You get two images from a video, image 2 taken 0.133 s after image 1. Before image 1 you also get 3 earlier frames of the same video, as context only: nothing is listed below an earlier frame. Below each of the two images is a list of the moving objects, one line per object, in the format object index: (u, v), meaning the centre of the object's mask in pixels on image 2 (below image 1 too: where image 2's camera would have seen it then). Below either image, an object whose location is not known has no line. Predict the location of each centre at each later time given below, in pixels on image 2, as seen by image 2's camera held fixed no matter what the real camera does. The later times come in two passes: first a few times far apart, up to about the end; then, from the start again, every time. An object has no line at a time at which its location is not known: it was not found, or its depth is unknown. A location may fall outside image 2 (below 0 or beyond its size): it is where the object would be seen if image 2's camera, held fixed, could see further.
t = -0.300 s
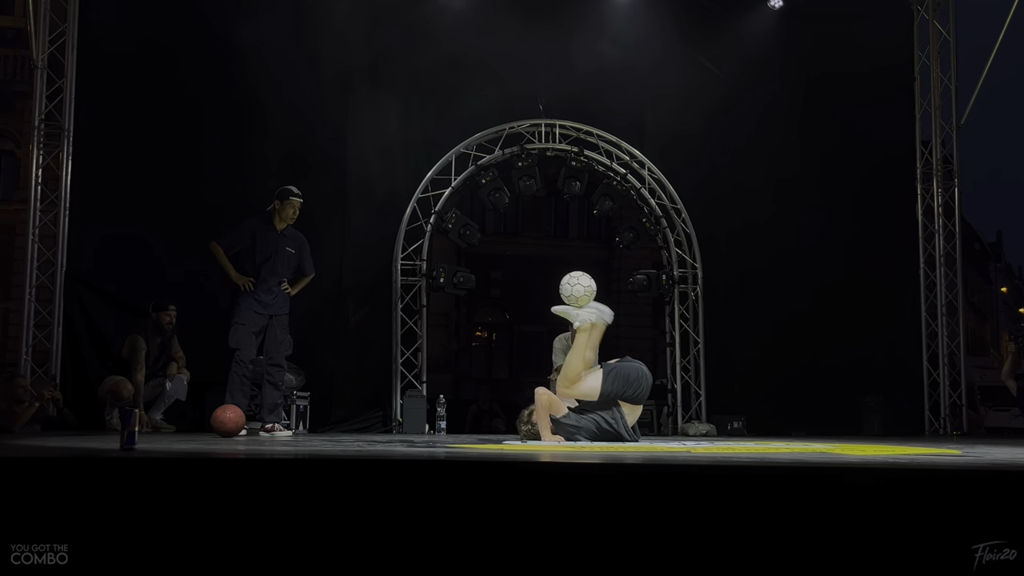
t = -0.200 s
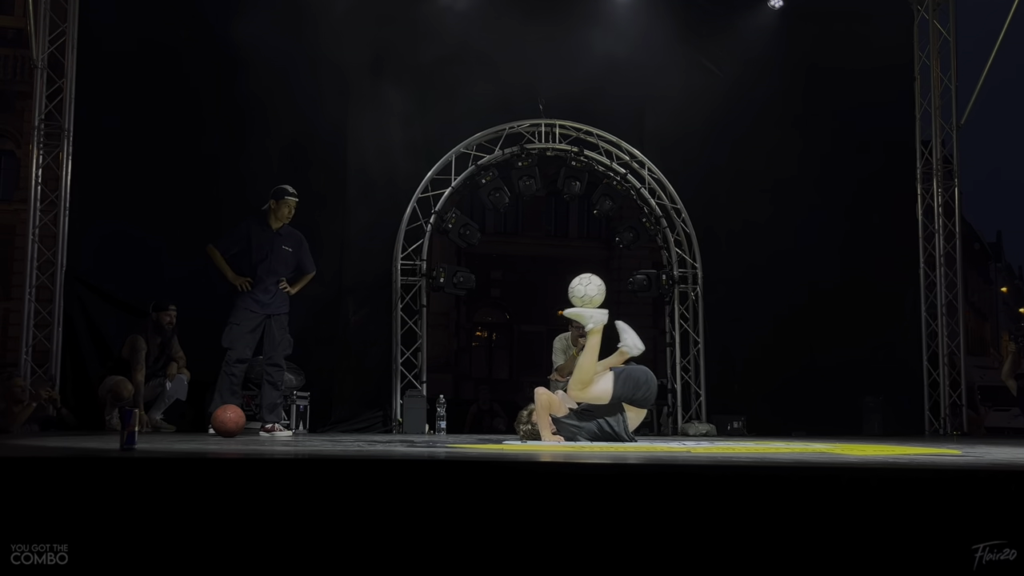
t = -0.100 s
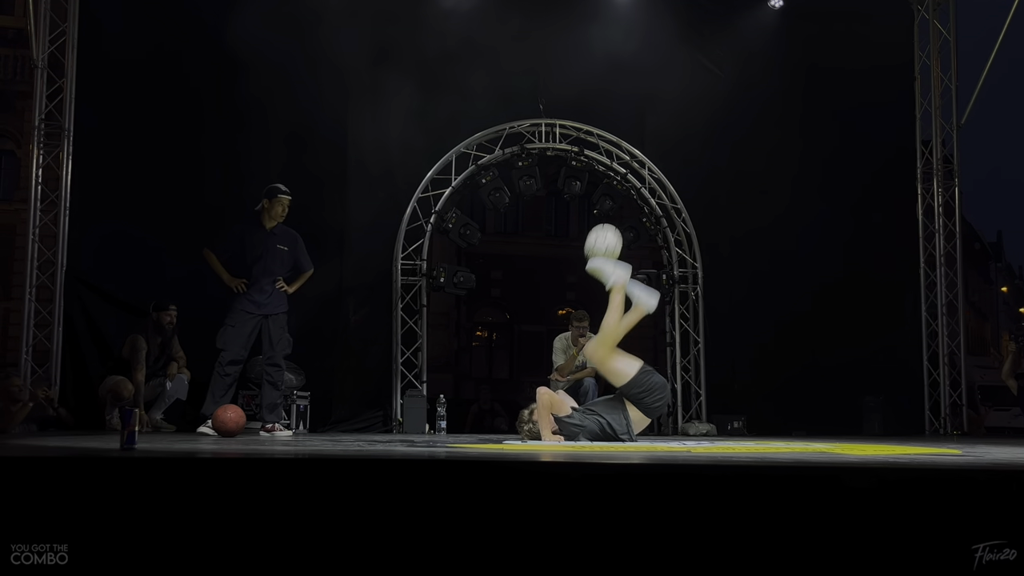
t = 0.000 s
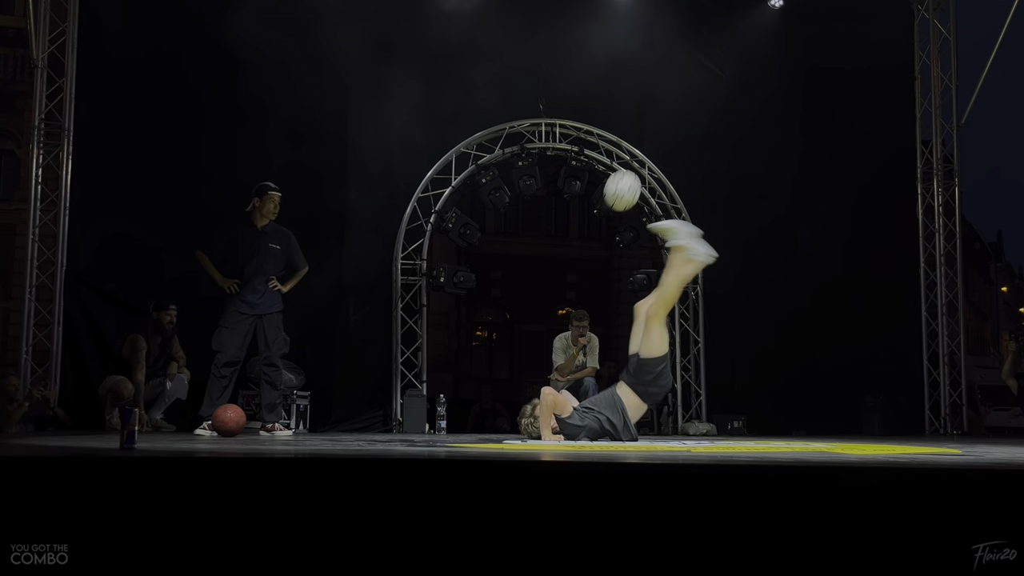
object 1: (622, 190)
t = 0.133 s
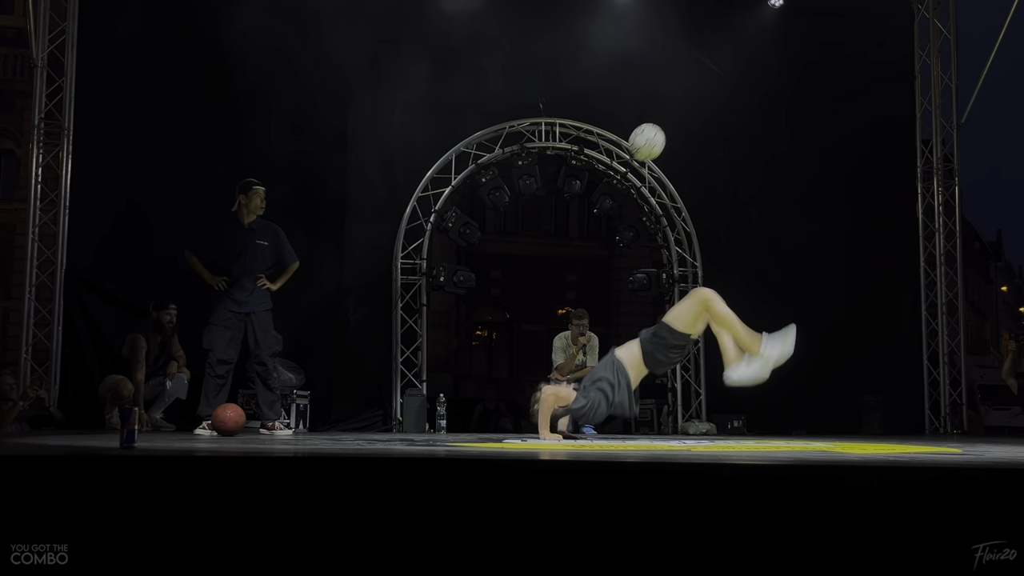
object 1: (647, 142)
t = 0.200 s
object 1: (659, 129)
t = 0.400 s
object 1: (693, 130)
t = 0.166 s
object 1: (653, 135)
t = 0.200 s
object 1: (659, 129)
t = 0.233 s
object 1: (665, 125)
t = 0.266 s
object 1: (670, 123)
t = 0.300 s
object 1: (676, 122)
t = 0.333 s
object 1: (682, 123)
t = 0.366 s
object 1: (688, 126)
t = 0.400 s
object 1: (693, 130)
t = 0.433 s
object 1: (699, 136)
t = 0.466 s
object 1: (704, 143)
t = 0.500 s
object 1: (710, 152)
